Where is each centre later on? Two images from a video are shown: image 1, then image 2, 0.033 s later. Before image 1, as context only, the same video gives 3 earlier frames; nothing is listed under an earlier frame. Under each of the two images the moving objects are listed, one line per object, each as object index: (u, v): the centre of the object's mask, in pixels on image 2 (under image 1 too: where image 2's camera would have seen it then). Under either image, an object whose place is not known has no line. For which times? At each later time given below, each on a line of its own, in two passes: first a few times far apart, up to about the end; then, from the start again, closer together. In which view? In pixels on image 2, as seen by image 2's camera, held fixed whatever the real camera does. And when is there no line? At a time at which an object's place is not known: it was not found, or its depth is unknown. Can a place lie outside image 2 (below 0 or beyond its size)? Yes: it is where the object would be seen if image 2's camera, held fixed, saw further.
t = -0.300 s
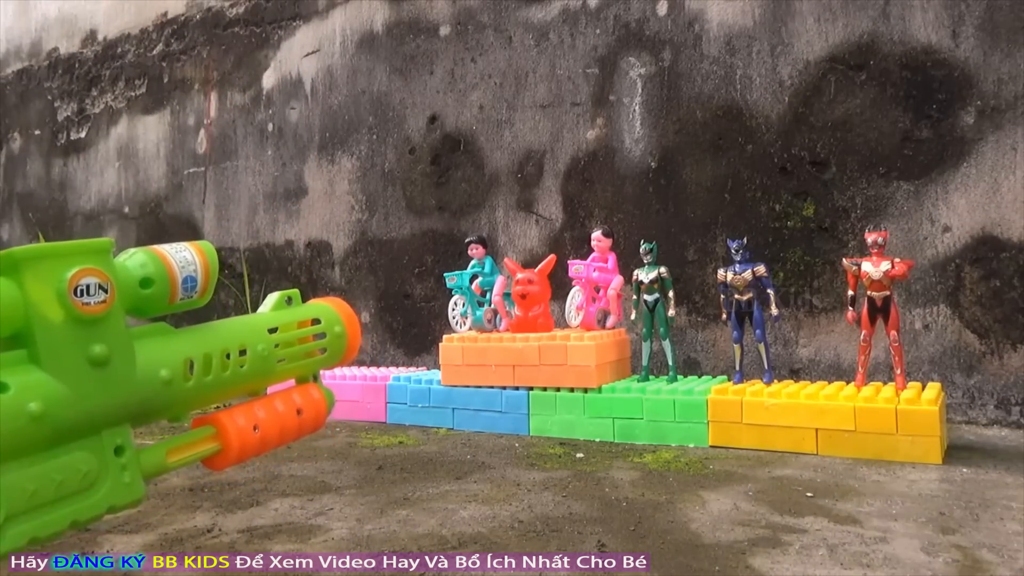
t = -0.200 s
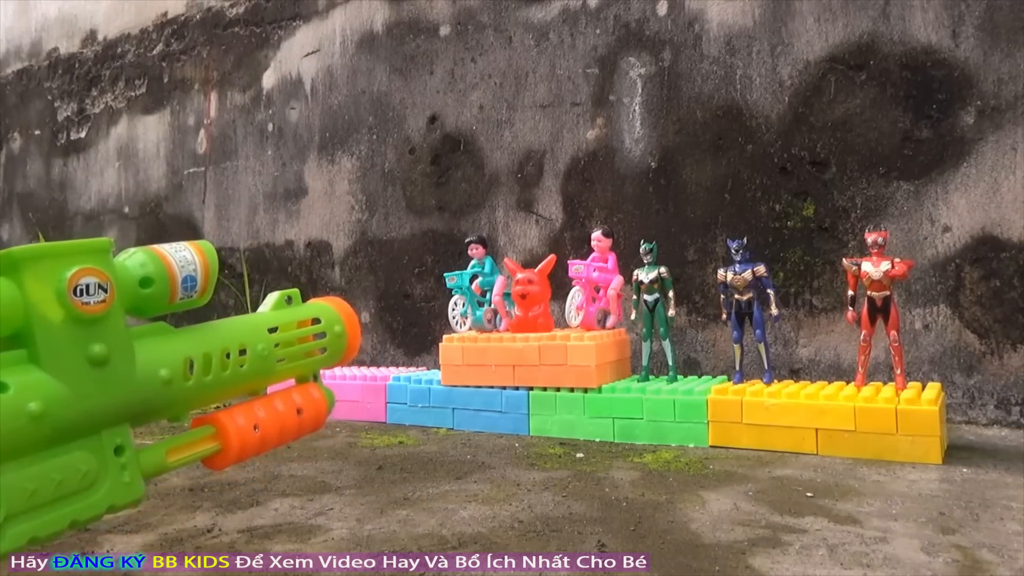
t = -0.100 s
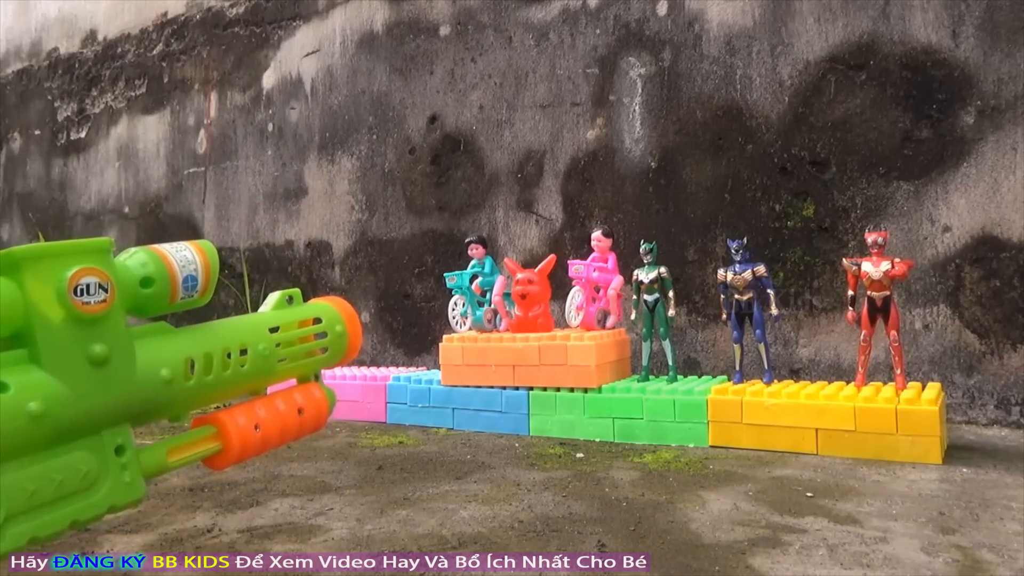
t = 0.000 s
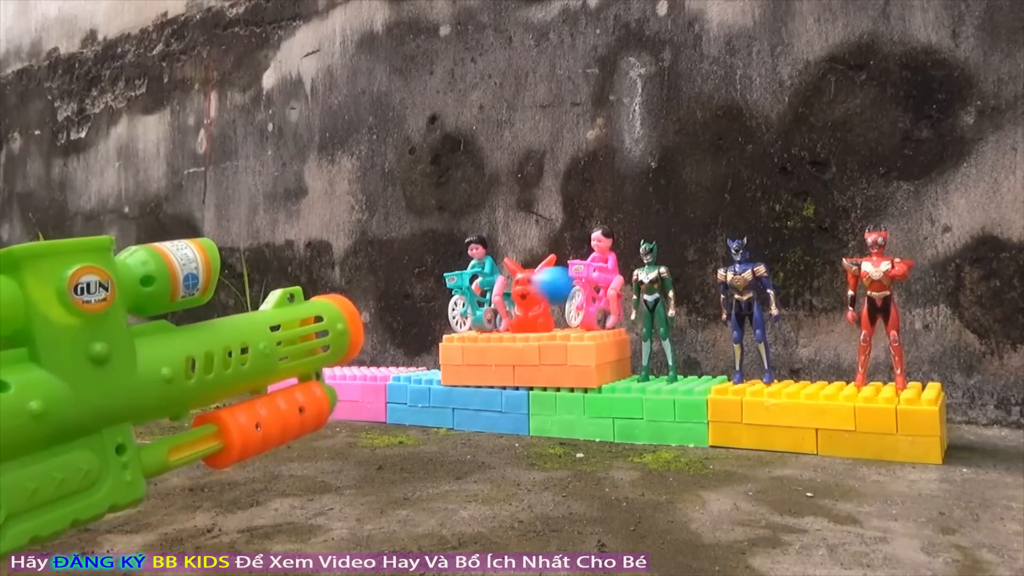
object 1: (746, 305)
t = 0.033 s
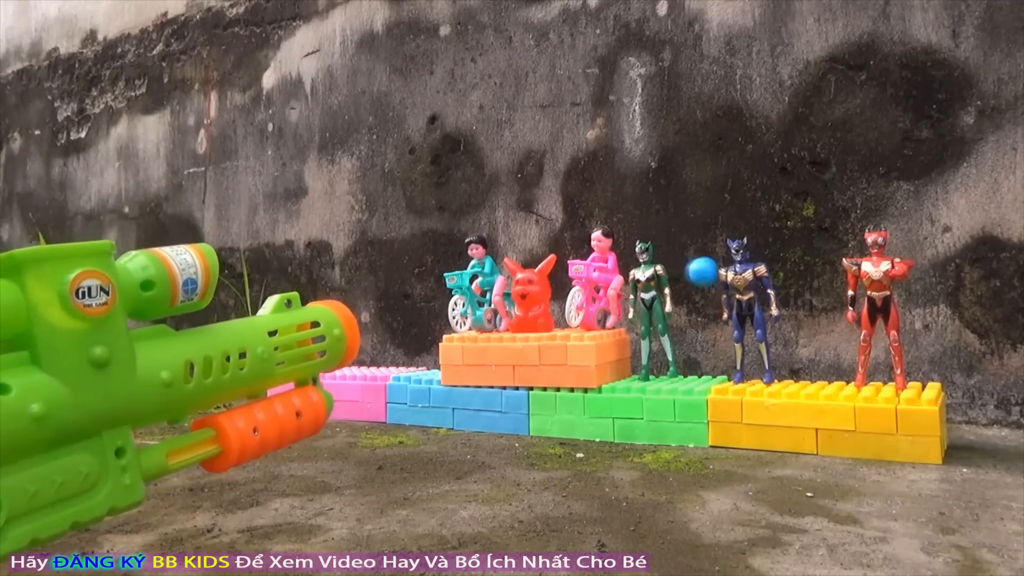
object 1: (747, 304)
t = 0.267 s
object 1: (845, 356)
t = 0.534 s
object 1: (989, 429)
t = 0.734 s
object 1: (1002, 428)
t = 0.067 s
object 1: (761, 304)
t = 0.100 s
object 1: (785, 307)
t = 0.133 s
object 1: (805, 316)
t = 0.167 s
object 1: (811, 319)
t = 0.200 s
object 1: (815, 334)
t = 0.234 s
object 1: (828, 344)
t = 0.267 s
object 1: (845, 356)
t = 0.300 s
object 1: (856, 335)
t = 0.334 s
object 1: (872, 324)
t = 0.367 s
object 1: (934, 357)
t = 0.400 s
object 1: (958, 374)
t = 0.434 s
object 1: (966, 389)
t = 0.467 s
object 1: (971, 400)
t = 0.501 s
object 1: (981, 413)
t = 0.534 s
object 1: (989, 429)
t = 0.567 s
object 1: (996, 428)
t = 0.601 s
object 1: (1001, 424)
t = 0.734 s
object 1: (1002, 428)
